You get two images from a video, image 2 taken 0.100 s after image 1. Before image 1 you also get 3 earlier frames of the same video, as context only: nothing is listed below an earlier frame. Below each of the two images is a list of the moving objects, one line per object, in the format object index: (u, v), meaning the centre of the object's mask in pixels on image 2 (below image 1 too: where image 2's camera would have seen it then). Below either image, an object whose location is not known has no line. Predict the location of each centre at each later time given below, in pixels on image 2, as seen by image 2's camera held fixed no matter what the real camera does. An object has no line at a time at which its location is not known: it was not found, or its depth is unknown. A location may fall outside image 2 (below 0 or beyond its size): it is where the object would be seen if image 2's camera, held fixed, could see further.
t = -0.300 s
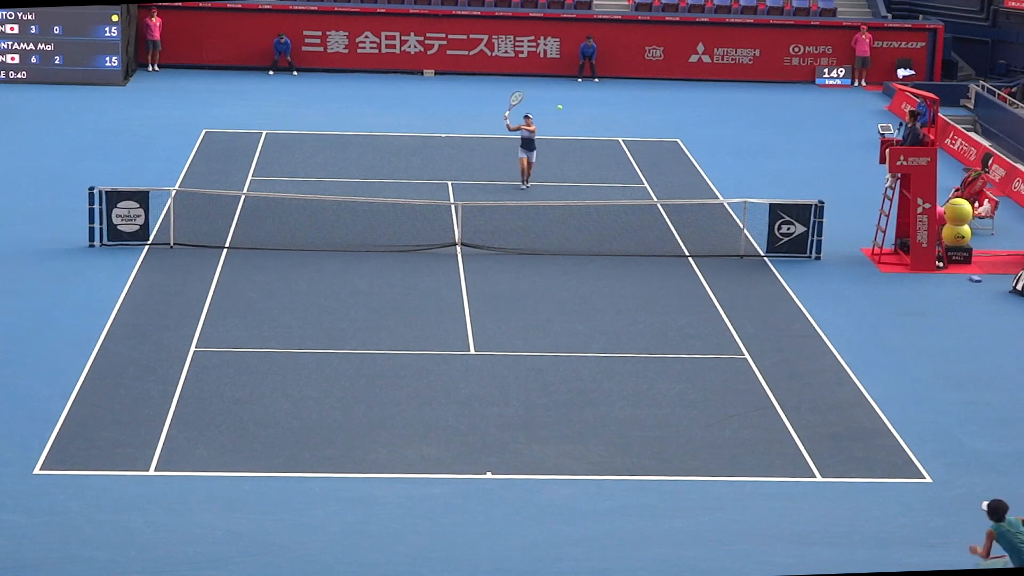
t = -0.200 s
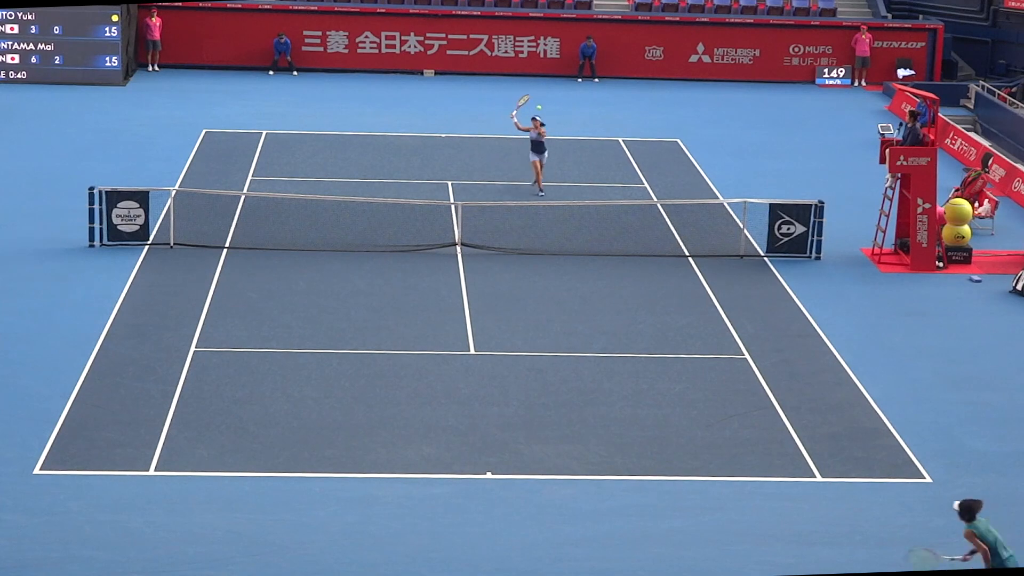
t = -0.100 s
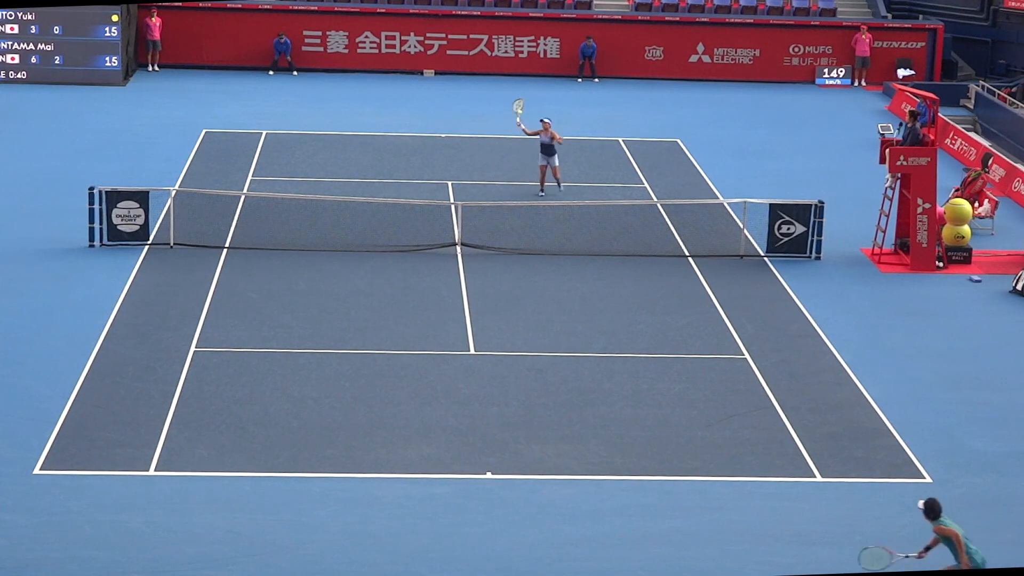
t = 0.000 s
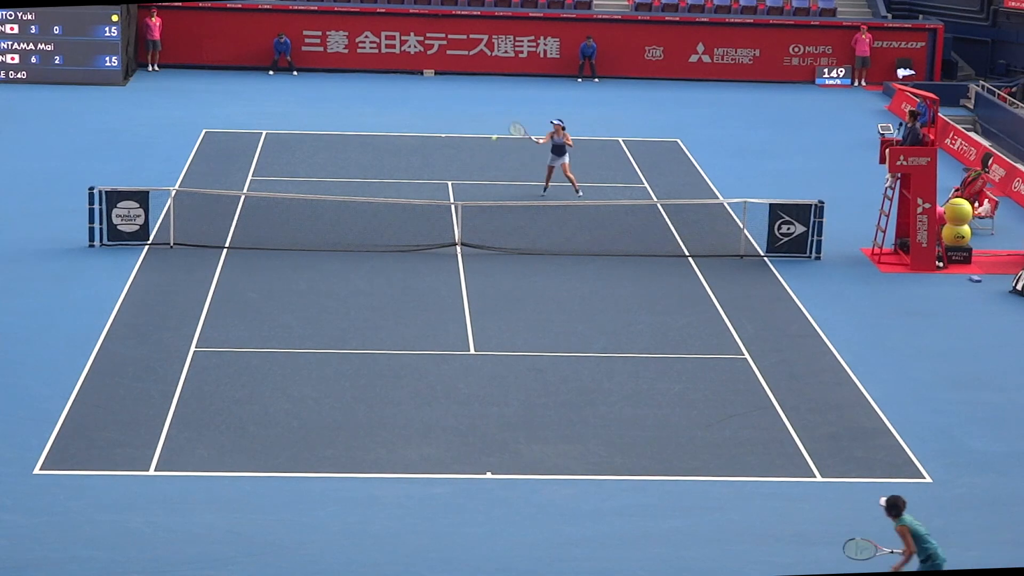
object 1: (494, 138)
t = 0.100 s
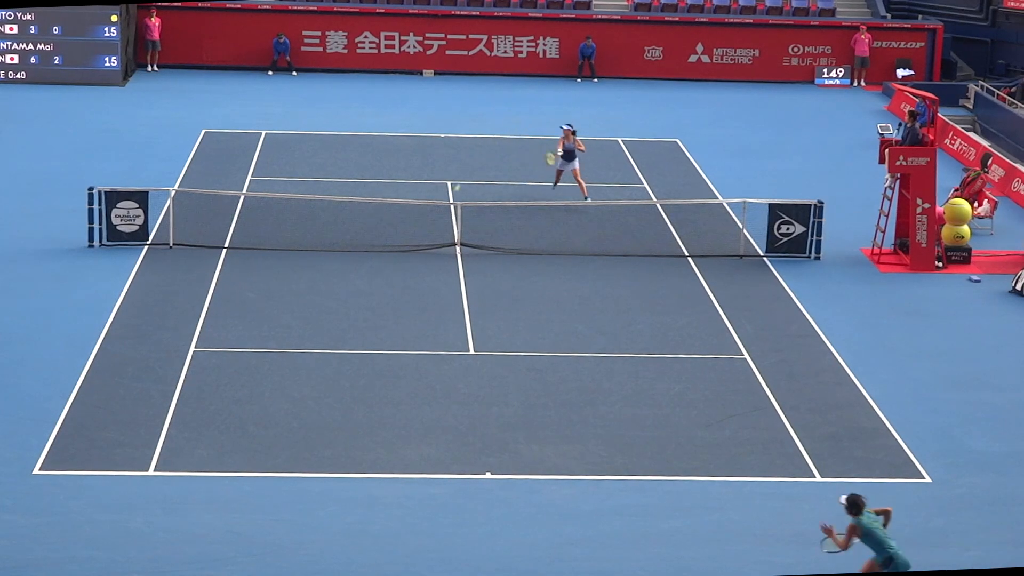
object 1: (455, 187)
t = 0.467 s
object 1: (310, 314)
